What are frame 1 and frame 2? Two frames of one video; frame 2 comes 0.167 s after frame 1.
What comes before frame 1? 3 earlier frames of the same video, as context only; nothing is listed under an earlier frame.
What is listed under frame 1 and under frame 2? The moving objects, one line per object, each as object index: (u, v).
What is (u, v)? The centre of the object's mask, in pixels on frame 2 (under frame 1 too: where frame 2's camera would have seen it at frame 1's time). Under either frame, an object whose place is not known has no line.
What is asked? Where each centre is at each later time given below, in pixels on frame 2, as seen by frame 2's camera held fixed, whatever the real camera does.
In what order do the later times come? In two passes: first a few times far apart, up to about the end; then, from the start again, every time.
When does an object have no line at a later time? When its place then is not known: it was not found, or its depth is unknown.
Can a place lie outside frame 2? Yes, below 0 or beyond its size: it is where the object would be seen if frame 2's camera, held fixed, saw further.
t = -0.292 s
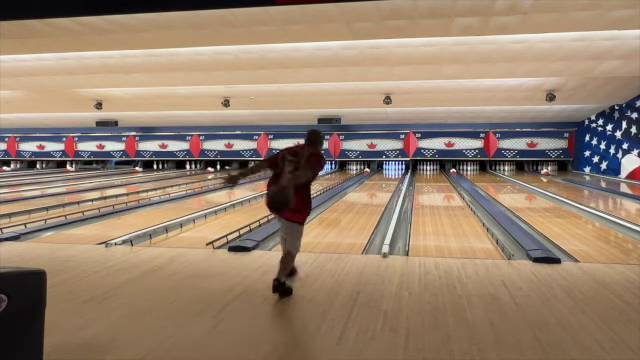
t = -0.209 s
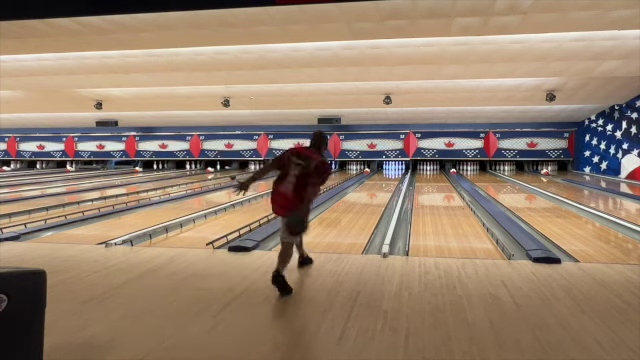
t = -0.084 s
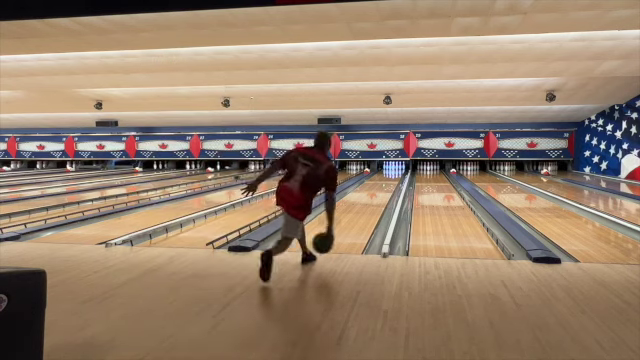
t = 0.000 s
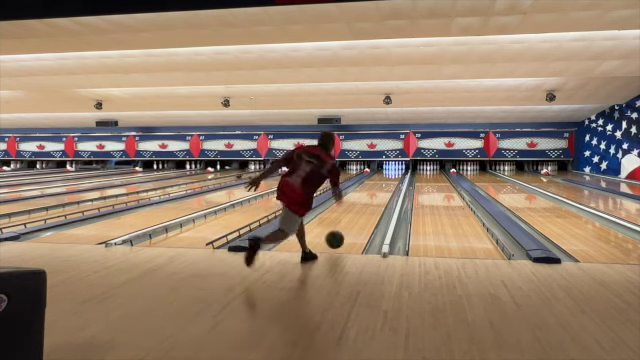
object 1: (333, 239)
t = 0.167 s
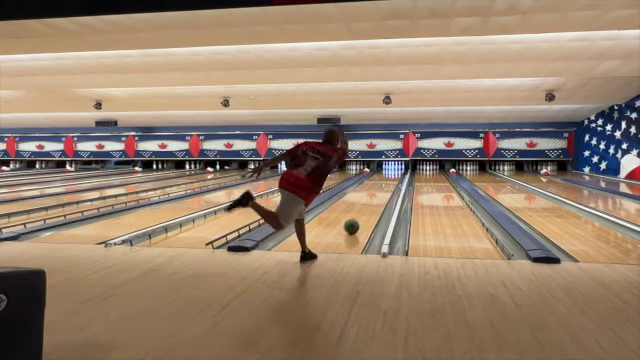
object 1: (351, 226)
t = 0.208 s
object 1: (354, 222)
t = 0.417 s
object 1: (367, 208)
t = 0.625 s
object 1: (375, 198)
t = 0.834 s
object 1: (383, 191)
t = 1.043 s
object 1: (387, 186)
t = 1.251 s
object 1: (391, 182)
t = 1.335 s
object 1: (393, 181)
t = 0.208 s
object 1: (354, 222)
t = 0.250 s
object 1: (357, 219)
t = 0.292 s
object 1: (360, 216)
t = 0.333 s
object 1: (363, 213)
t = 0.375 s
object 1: (365, 210)
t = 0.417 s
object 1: (367, 208)
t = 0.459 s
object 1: (369, 205)
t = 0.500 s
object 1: (372, 203)
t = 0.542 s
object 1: (373, 201)
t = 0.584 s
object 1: (373, 199)
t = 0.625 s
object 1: (375, 198)
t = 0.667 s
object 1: (377, 197)
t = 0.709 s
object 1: (378, 195)
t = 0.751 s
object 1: (381, 194)
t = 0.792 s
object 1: (381, 192)
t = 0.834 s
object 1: (383, 191)
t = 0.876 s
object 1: (384, 190)
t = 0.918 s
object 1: (385, 189)
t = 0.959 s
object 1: (386, 188)
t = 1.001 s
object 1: (386, 187)
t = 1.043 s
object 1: (387, 186)
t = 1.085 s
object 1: (387, 186)
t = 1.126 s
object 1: (387, 185)
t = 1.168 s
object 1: (389, 184)
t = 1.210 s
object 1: (390, 182)
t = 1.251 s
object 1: (391, 182)
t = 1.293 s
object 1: (392, 181)
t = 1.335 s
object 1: (393, 181)
